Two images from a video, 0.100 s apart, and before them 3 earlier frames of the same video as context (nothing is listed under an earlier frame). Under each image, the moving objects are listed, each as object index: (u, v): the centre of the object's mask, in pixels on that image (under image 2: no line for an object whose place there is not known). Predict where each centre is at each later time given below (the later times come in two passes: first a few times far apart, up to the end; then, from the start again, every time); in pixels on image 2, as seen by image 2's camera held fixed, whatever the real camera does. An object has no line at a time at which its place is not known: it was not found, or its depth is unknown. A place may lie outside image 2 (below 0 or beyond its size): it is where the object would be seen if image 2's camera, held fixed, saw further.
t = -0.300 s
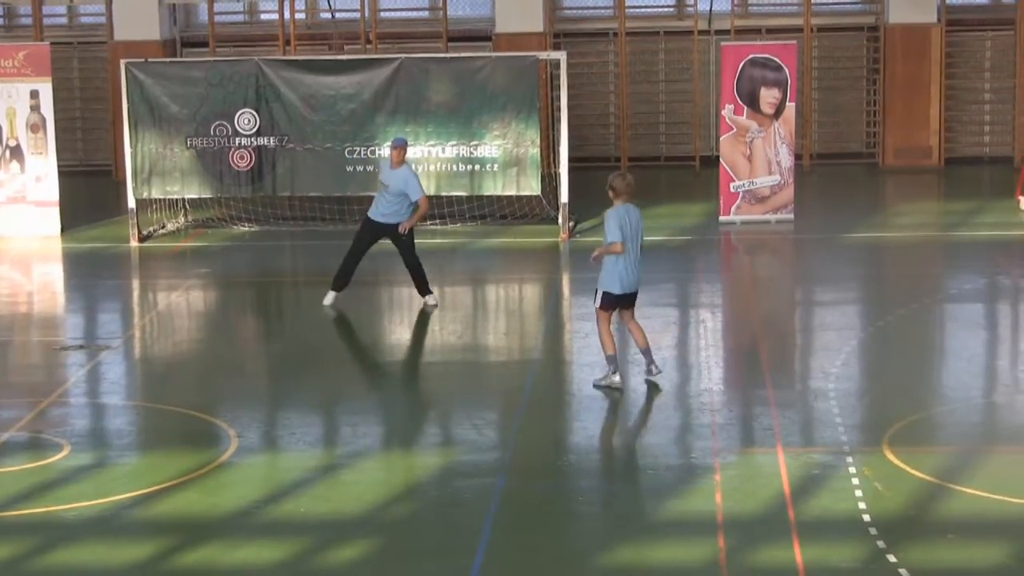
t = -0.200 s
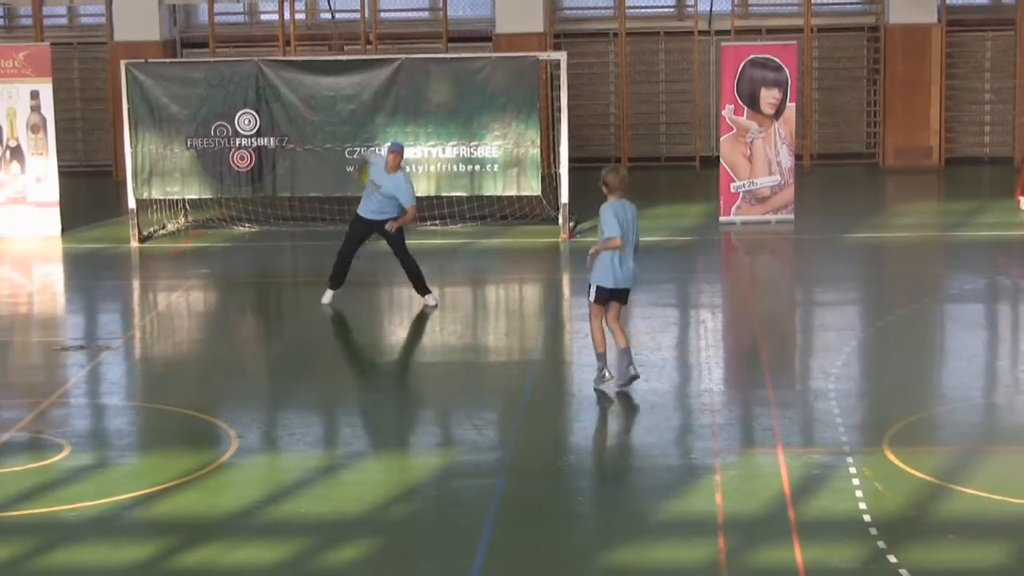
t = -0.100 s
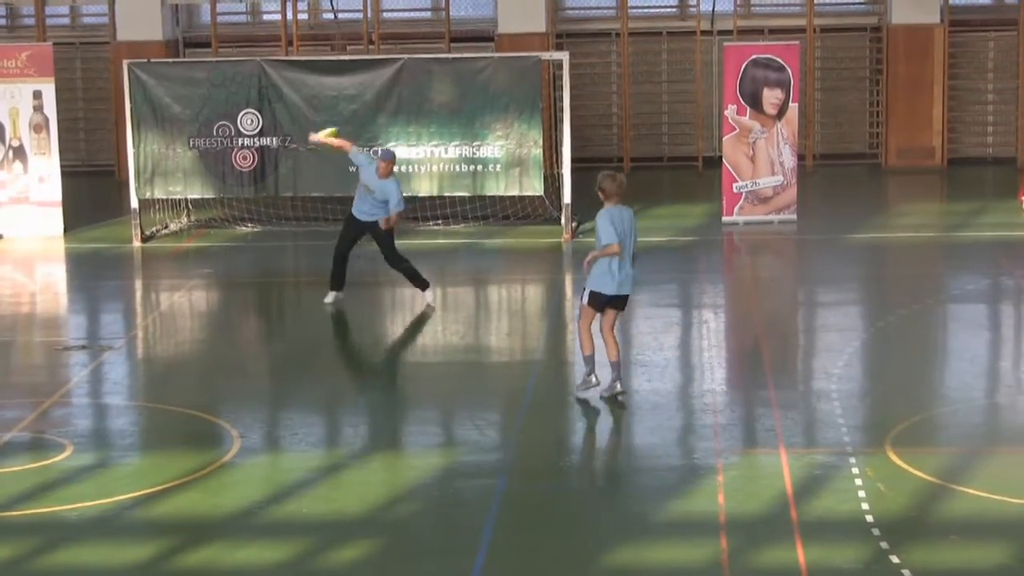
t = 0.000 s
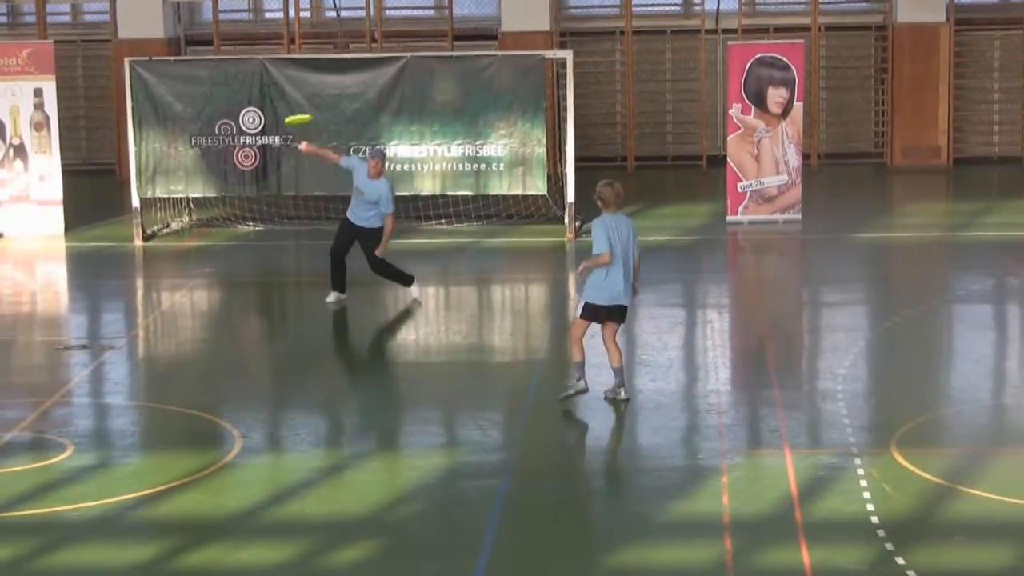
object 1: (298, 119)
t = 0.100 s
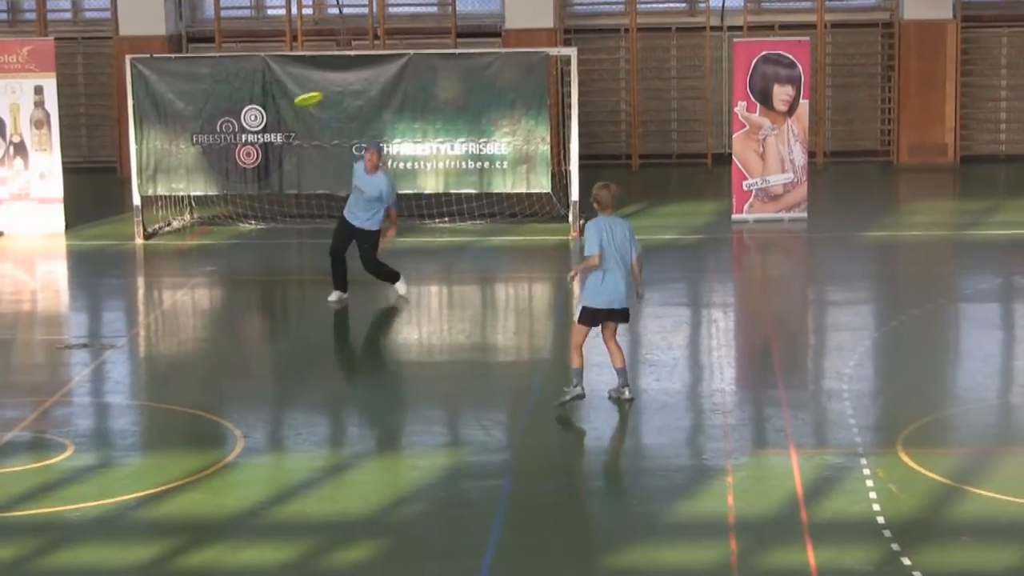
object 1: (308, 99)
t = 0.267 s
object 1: (321, 83)
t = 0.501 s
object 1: (339, 83)
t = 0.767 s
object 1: (355, 112)
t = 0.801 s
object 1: (357, 118)
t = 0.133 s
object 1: (311, 94)
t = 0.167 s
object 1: (314, 90)
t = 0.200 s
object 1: (316, 87)
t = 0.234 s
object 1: (319, 84)
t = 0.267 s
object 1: (321, 83)
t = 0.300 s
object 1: (324, 82)
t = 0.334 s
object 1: (325, 81)
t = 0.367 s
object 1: (328, 80)
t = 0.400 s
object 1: (331, 80)
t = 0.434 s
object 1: (333, 81)
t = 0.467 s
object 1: (336, 82)
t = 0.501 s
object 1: (339, 83)
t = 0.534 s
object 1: (341, 85)
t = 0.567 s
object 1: (344, 87)
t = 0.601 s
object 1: (346, 90)
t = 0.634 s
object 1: (348, 94)
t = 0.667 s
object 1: (350, 97)
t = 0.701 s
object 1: (352, 102)
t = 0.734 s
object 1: (354, 107)
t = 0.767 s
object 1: (355, 112)
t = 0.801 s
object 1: (357, 118)
